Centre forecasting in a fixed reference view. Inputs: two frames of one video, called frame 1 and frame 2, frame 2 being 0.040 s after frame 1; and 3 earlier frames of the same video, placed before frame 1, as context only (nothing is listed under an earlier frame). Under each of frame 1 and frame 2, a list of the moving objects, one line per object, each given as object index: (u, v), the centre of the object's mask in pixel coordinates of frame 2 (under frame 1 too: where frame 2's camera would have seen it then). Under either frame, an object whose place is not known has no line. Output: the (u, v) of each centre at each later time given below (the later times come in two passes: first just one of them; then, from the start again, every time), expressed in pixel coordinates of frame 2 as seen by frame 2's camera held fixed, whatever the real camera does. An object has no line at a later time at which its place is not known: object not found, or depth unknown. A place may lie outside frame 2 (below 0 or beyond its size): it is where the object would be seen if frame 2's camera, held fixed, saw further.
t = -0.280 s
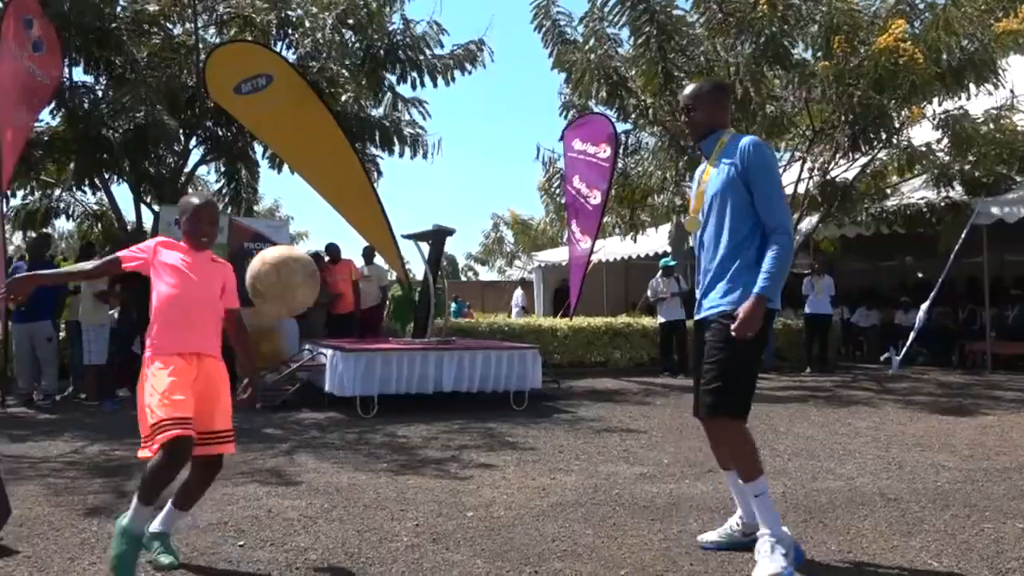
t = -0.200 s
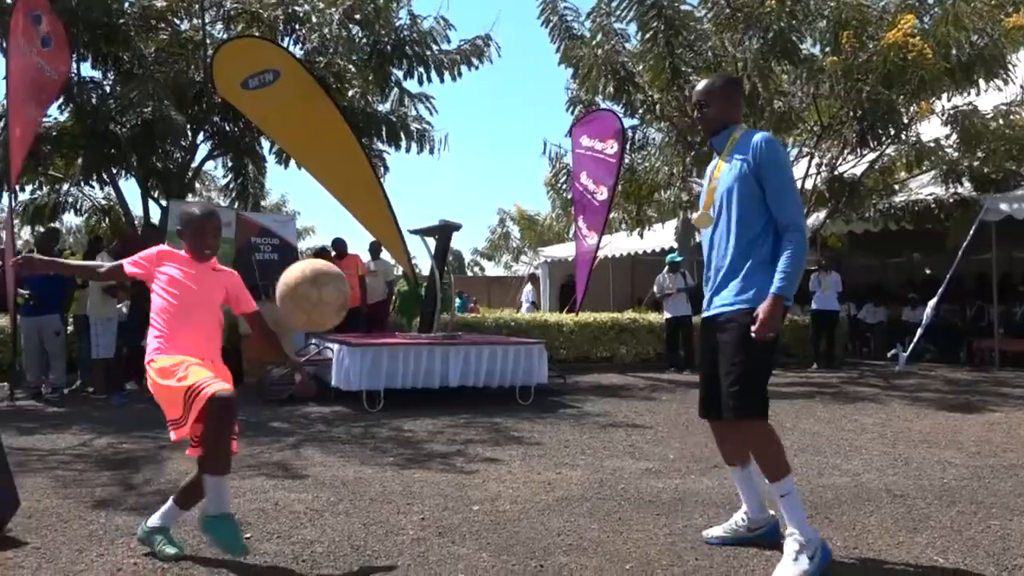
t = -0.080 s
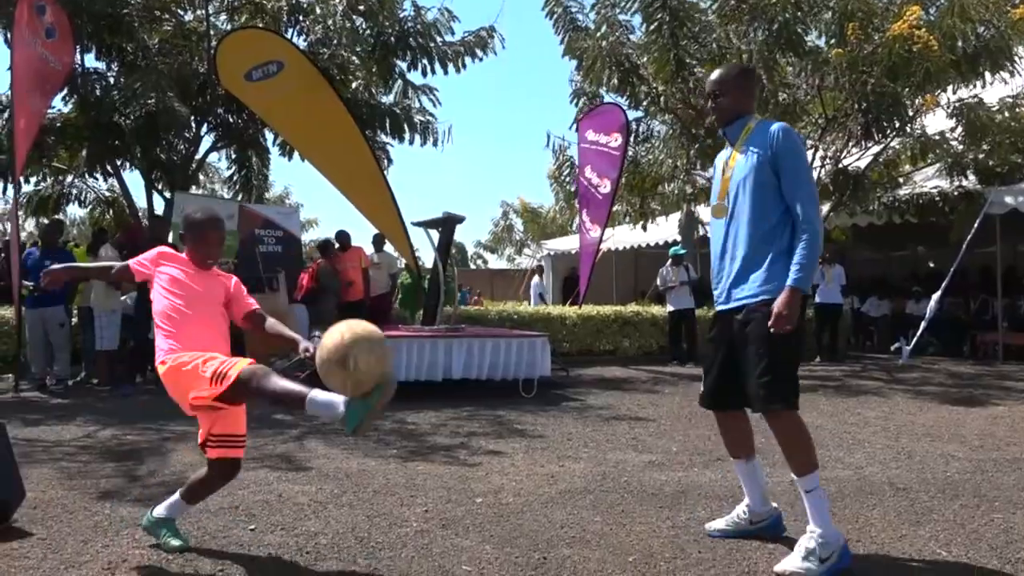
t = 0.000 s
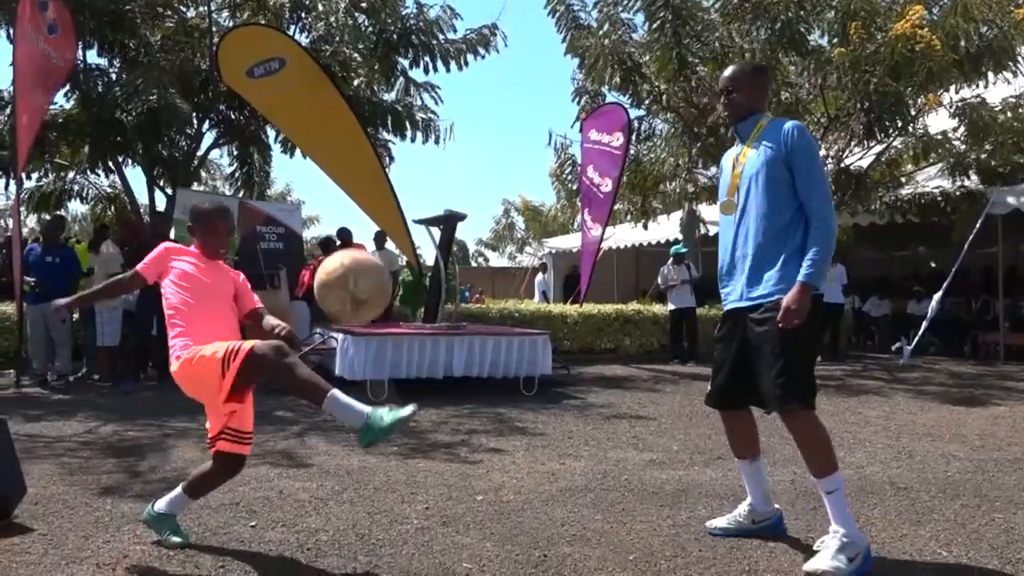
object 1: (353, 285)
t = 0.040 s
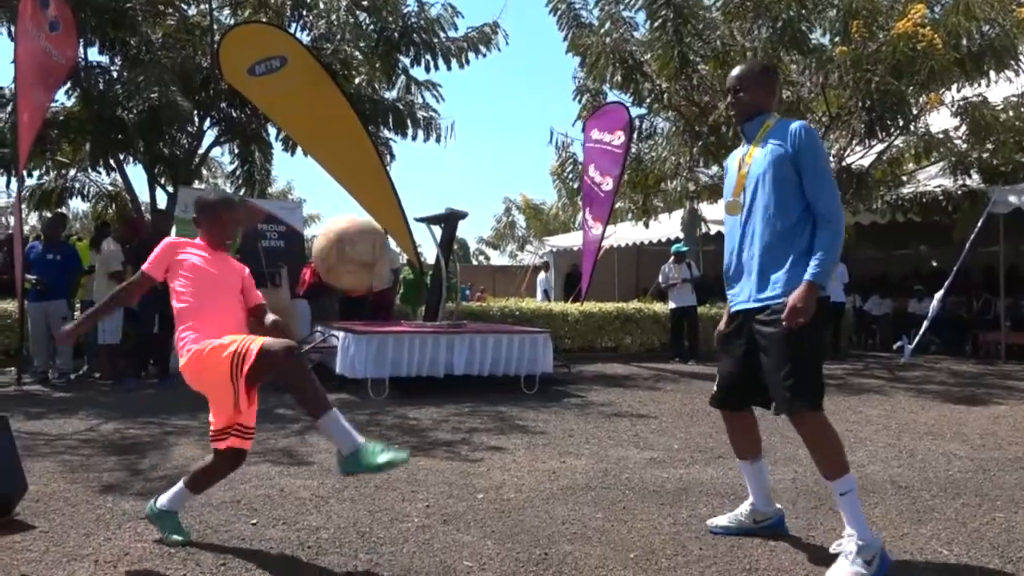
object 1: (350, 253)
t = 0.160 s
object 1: (343, 179)
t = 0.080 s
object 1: (348, 223)
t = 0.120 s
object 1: (345, 199)
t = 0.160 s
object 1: (343, 179)
